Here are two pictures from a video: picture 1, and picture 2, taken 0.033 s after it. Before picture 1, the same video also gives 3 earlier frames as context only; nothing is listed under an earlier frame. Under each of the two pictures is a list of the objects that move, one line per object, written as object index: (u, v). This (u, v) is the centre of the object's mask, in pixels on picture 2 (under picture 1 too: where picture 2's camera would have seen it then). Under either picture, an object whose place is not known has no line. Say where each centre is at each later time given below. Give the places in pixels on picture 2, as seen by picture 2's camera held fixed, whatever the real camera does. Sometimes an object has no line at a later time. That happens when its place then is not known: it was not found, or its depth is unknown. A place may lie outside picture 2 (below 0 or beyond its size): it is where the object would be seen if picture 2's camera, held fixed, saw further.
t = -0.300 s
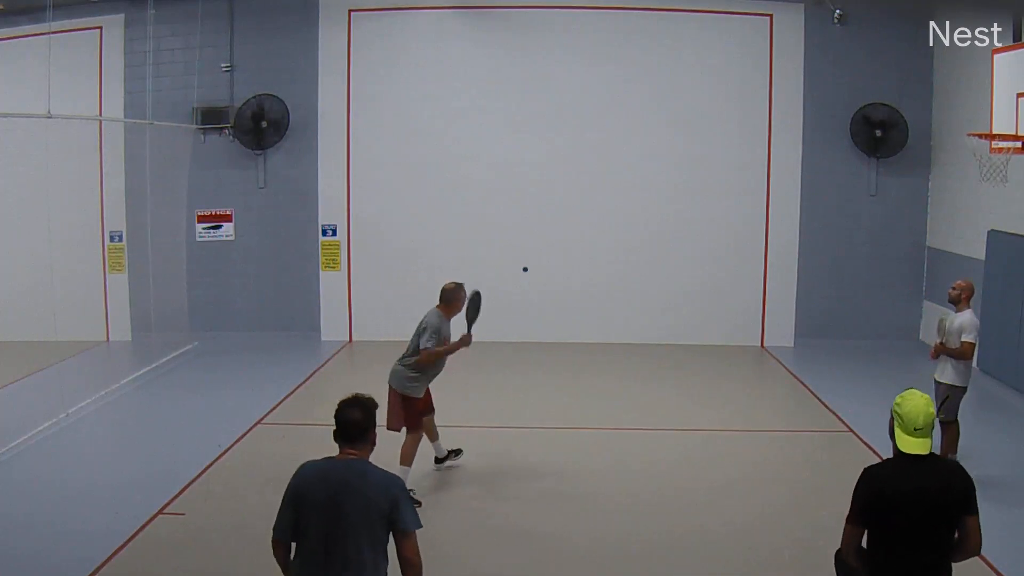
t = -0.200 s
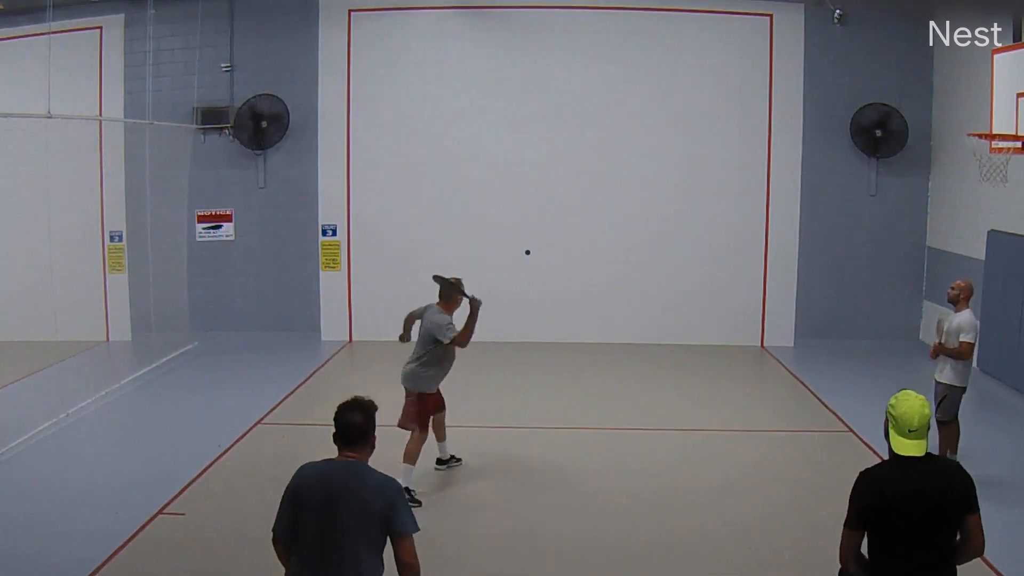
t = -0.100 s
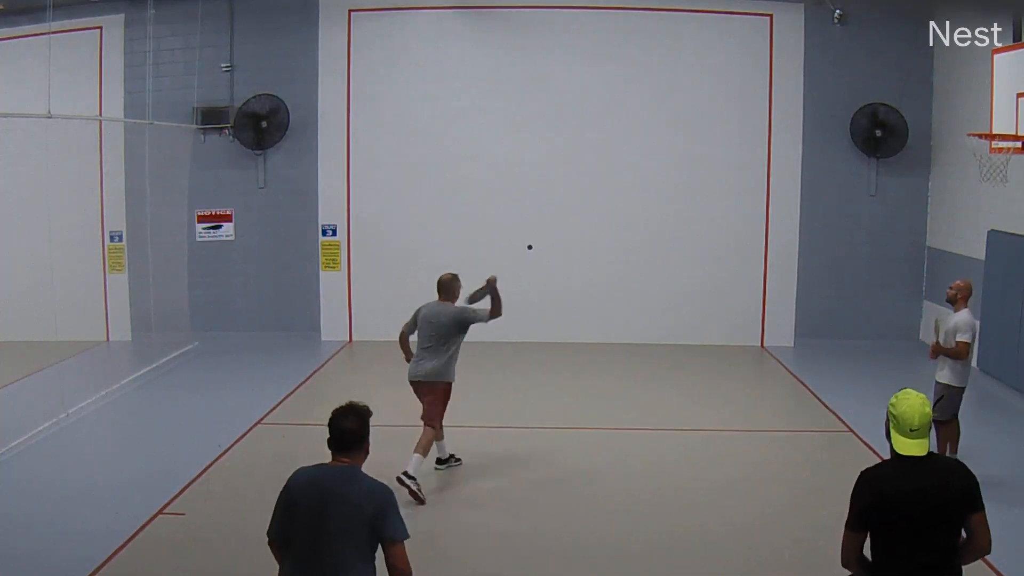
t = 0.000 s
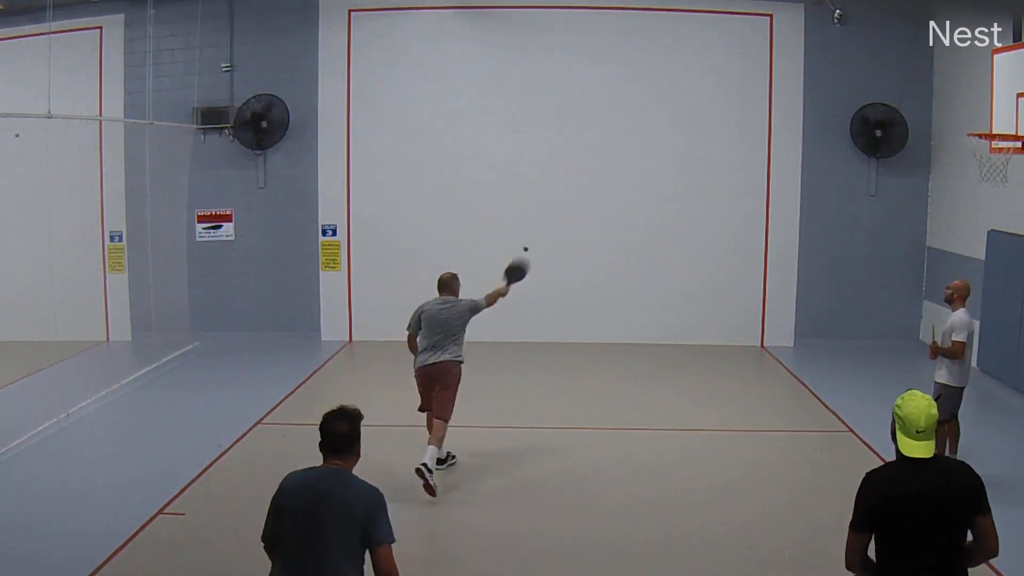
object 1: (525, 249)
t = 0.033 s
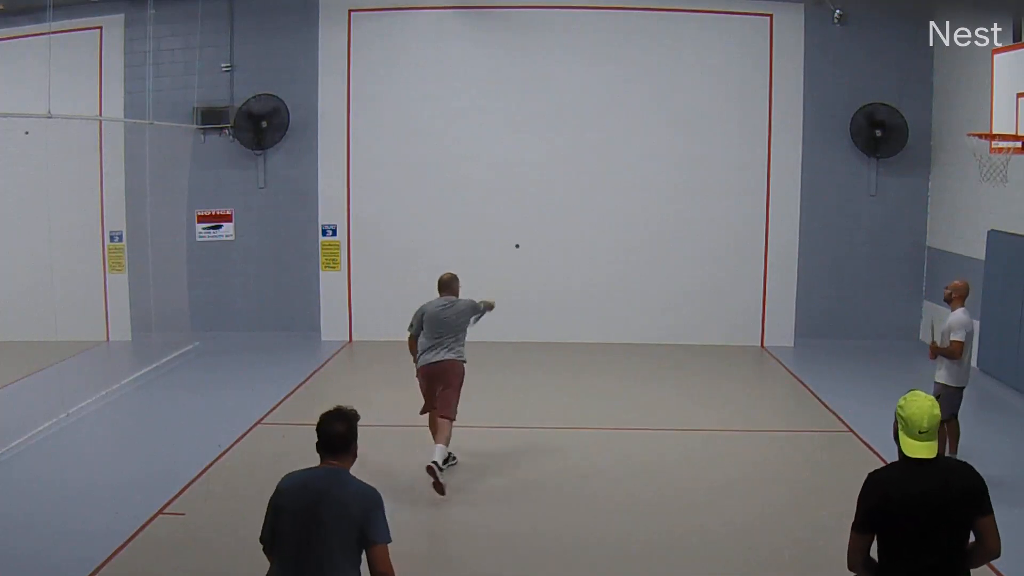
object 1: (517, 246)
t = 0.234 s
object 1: (479, 264)
